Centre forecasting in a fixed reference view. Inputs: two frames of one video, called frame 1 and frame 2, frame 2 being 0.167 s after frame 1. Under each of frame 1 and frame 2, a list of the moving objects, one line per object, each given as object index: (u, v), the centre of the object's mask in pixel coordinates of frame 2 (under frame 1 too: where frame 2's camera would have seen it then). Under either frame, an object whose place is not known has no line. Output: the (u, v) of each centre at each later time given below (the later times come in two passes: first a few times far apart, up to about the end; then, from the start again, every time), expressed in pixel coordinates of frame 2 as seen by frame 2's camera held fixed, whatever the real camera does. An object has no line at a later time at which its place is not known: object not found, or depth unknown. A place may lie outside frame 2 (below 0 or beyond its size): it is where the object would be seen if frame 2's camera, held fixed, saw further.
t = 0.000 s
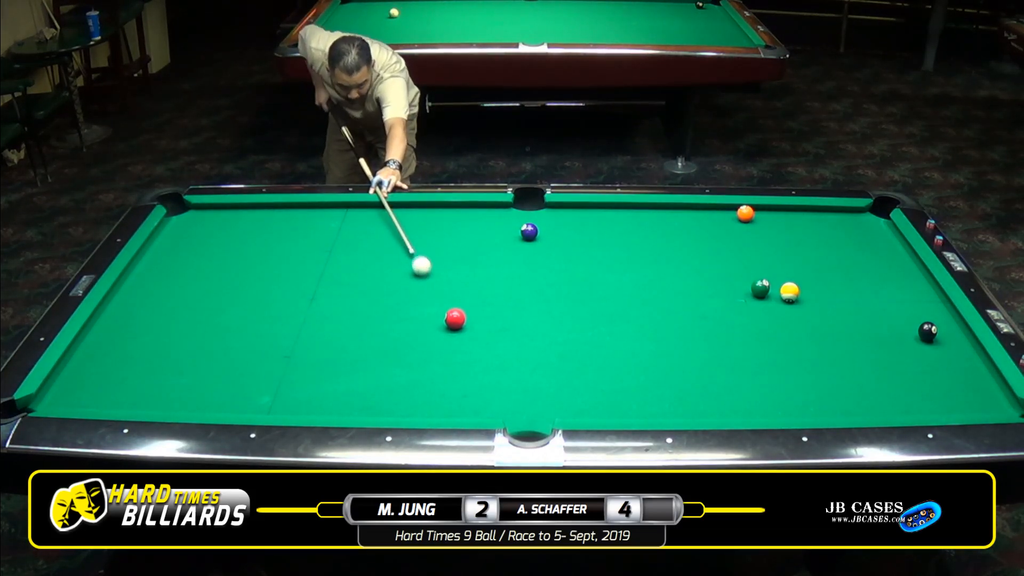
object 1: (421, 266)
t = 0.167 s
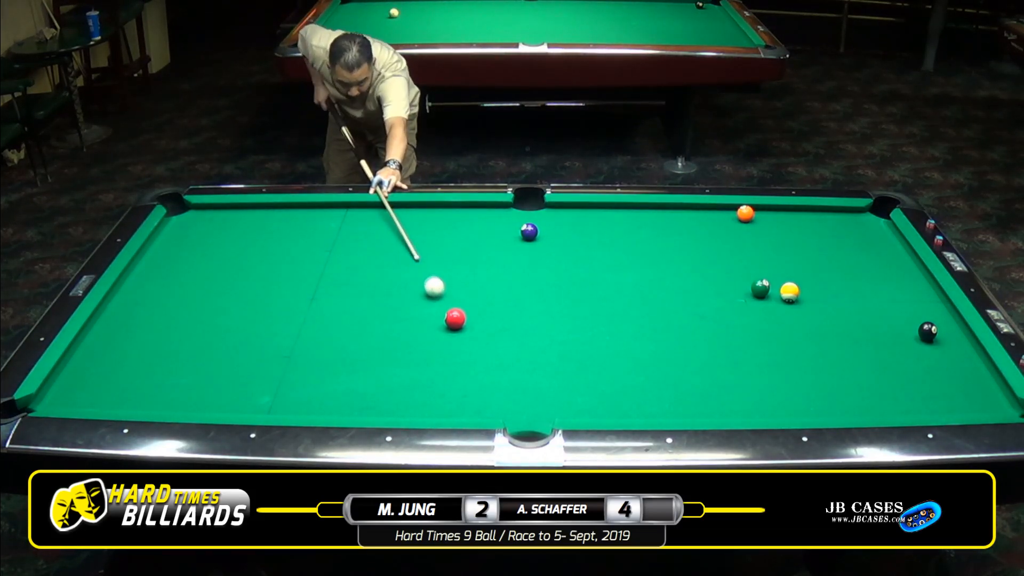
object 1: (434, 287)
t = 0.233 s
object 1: (439, 295)
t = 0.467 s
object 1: (447, 313)
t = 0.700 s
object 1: (448, 321)
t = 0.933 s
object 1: (449, 328)
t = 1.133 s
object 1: (450, 333)
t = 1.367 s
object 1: (450, 339)
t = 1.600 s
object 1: (451, 344)
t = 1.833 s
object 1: (452, 348)
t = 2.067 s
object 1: (453, 351)
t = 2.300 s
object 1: (453, 354)
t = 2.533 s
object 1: (454, 356)
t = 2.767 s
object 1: (455, 356)
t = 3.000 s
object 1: (455, 356)
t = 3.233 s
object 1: (455, 356)
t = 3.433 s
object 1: (455, 356)
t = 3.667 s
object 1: (455, 356)
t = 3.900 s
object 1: (455, 356)
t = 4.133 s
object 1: (455, 356)
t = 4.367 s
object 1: (455, 356)
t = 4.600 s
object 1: (455, 356)
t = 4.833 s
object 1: (455, 356)
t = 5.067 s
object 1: (455, 356)
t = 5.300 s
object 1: (455, 356)
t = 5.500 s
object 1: (455, 356)
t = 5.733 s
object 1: (455, 356)
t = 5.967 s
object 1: (455, 356)
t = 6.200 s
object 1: (455, 356)
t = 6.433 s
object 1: (455, 356)
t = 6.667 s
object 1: (455, 356)
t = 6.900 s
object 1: (455, 356)
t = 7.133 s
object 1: (455, 356)
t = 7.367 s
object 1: (455, 356)
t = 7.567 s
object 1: (455, 356)
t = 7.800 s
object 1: (455, 356)
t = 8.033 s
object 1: (455, 356)
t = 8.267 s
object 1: (455, 356)
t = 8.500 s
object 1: (455, 356)
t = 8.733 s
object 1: (455, 356)
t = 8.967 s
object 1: (455, 356)
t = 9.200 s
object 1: (455, 357)
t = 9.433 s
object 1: (455, 357)
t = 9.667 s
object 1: (455, 357)
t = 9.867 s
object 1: (455, 357)
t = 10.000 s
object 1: (455, 357)
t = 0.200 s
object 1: (437, 291)
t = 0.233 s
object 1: (439, 295)
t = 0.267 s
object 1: (442, 300)
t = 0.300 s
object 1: (444, 303)
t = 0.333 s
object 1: (446, 307)
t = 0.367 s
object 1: (447, 309)
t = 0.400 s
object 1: (447, 311)
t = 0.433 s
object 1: (447, 312)
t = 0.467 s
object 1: (447, 313)
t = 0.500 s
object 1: (447, 314)
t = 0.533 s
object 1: (447, 315)
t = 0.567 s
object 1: (447, 316)
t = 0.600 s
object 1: (447, 318)
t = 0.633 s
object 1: (448, 319)
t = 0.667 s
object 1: (448, 320)
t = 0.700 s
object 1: (448, 321)
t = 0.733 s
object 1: (448, 322)
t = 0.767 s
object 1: (448, 323)
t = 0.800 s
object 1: (448, 324)
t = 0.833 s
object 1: (448, 325)
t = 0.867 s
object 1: (448, 326)
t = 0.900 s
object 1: (449, 327)
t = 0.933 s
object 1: (449, 328)
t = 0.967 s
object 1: (449, 329)
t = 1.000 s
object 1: (449, 330)
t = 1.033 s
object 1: (449, 331)
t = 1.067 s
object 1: (449, 331)
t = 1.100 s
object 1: (449, 332)
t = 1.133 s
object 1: (450, 333)
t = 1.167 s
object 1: (450, 334)
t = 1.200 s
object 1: (450, 335)
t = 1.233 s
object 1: (450, 336)
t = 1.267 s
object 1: (450, 337)
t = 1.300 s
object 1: (450, 337)
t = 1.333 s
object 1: (450, 338)
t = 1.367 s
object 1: (450, 339)
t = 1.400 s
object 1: (450, 340)
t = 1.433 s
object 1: (450, 340)
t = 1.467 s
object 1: (451, 341)
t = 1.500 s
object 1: (451, 342)
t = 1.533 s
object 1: (451, 343)
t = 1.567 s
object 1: (451, 343)
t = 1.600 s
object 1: (451, 344)
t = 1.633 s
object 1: (451, 345)
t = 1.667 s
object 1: (452, 345)
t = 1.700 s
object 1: (452, 346)
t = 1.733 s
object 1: (452, 346)
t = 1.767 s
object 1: (452, 347)
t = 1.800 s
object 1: (452, 347)
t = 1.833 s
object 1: (452, 348)
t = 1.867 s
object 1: (452, 349)
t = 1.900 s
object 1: (452, 349)
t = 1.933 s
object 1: (452, 350)
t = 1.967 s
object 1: (452, 350)
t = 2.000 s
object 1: (452, 351)
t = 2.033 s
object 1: (453, 351)
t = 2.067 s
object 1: (453, 351)
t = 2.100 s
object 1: (453, 352)
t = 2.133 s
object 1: (453, 352)
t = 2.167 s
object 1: (453, 353)
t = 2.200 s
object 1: (453, 353)
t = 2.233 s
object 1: (453, 353)
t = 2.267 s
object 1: (453, 354)
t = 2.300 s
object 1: (453, 354)
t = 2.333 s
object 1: (453, 354)
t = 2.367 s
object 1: (454, 355)
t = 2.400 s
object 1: (454, 355)
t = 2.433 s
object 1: (454, 355)
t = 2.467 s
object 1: (454, 355)
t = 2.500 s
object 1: (454, 355)
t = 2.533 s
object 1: (454, 356)
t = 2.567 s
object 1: (454, 356)
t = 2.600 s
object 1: (455, 356)
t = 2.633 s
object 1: (455, 356)
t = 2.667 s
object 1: (455, 356)
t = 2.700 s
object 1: (455, 356)
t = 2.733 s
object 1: (455, 356)
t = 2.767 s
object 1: (455, 356)
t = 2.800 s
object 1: (455, 356)
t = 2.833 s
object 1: (455, 356)
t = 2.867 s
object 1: (455, 356)
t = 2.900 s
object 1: (455, 357)
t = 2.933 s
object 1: (455, 356)
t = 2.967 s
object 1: (455, 356)
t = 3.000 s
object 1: (455, 356)
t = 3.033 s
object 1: (455, 356)
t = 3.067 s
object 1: (455, 356)
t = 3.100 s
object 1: (455, 356)
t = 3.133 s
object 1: (455, 356)
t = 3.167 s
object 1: (455, 356)
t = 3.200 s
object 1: (455, 356)
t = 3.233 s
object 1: (455, 356)
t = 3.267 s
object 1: (455, 356)
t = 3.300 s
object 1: (455, 356)
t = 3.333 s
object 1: (455, 356)
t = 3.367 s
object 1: (455, 356)
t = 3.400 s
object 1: (455, 356)
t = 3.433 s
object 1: (455, 356)
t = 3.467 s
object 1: (455, 356)
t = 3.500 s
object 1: (455, 356)
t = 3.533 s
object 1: (455, 356)
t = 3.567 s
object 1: (455, 356)
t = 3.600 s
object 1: (455, 356)
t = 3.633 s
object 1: (455, 356)
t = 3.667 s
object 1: (455, 356)
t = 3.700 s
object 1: (455, 356)
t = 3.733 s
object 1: (455, 356)
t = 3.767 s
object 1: (455, 356)
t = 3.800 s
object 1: (455, 356)
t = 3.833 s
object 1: (455, 356)
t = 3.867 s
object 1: (455, 356)
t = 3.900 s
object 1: (455, 356)
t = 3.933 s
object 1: (455, 356)
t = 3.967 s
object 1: (455, 356)
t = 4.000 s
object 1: (455, 356)
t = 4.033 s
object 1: (455, 356)
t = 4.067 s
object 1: (455, 356)
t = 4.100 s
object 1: (455, 356)
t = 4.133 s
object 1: (455, 356)
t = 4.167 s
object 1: (455, 356)
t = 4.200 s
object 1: (455, 356)
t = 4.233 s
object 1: (455, 356)
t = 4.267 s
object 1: (455, 356)
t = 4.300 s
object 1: (455, 356)
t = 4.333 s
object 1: (455, 356)
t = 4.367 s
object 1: (455, 356)
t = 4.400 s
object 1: (455, 356)
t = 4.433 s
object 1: (455, 356)
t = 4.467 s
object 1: (455, 356)
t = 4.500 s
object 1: (455, 356)
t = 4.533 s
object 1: (455, 356)
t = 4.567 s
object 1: (455, 356)
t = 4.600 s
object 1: (455, 356)
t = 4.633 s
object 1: (455, 356)
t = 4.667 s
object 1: (455, 356)
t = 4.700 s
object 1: (455, 356)
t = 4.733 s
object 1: (455, 356)
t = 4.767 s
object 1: (455, 356)
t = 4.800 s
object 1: (455, 356)
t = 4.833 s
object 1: (455, 356)
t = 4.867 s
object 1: (455, 356)
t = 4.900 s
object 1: (455, 356)
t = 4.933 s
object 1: (455, 356)
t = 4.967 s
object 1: (455, 356)
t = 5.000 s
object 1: (455, 356)
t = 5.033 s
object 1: (455, 356)
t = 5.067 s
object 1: (455, 356)
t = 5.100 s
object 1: (455, 356)
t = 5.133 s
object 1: (455, 356)
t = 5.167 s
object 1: (455, 356)
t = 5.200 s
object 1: (455, 356)
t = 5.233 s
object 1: (455, 356)
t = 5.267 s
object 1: (455, 356)
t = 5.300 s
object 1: (455, 356)
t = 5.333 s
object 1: (455, 356)
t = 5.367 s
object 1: (455, 356)
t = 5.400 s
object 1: (455, 356)
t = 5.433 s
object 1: (455, 356)
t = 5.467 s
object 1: (455, 356)
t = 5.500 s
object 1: (455, 356)
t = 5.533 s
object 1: (455, 356)
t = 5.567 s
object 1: (455, 356)
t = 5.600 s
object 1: (455, 356)
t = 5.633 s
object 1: (455, 356)
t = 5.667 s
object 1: (455, 356)
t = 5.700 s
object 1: (455, 356)
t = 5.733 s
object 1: (455, 356)
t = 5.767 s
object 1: (455, 356)
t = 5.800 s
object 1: (455, 356)
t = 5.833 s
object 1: (455, 356)
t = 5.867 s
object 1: (455, 356)
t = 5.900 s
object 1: (455, 356)
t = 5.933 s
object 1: (455, 356)
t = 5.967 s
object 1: (455, 356)
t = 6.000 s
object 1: (455, 356)
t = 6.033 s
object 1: (455, 356)
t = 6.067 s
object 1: (455, 356)
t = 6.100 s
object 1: (455, 356)
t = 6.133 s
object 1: (455, 356)
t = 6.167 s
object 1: (455, 356)
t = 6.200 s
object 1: (455, 356)
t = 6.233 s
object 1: (455, 356)
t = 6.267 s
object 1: (455, 356)
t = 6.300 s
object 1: (455, 356)
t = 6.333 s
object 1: (455, 356)
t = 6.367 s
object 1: (455, 356)
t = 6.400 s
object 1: (455, 356)
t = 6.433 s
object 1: (455, 356)
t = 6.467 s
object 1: (455, 356)
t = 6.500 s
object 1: (455, 356)
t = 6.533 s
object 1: (455, 356)
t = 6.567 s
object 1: (455, 356)
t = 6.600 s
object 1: (455, 356)
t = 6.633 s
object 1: (455, 356)
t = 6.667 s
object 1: (455, 356)
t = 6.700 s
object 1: (455, 356)
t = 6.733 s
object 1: (455, 356)
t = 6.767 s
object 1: (455, 356)
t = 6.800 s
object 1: (455, 356)
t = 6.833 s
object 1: (455, 356)
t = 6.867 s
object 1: (455, 356)
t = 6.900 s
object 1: (455, 356)
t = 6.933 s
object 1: (455, 356)
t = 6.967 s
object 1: (455, 356)
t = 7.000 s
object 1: (455, 356)
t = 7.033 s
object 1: (455, 356)
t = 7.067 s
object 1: (455, 356)
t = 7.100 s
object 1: (455, 356)
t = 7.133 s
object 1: (455, 356)
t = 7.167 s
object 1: (455, 356)
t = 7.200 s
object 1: (455, 356)
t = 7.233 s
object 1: (455, 356)
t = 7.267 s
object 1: (455, 356)
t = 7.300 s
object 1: (455, 356)
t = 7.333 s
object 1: (455, 356)
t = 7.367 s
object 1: (455, 356)
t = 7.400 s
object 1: (455, 356)
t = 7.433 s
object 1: (455, 356)
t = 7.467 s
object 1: (455, 356)
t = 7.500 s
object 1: (455, 356)
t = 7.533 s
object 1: (455, 356)
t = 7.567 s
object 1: (455, 356)
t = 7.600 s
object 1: (455, 356)
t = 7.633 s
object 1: (455, 356)
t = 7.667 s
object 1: (455, 356)
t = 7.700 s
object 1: (455, 356)
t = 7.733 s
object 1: (455, 356)
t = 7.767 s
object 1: (455, 356)
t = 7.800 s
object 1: (455, 356)
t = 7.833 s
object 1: (455, 356)
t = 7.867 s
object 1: (455, 356)
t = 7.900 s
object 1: (455, 356)
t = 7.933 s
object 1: (455, 356)
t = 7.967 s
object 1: (455, 356)
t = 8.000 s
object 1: (455, 356)
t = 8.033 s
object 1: (455, 356)
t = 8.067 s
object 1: (455, 356)
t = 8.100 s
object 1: (455, 356)
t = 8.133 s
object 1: (455, 356)
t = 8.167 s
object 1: (455, 356)
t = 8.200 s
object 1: (455, 356)
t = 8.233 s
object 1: (455, 356)
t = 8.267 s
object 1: (455, 356)
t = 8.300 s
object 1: (455, 356)
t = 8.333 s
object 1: (455, 356)
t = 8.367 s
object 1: (455, 356)
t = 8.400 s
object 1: (455, 356)
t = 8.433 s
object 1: (455, 356)
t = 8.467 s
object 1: (455, 356)
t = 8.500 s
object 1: (455, 356)
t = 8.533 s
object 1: (455, 356)
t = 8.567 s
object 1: (455, 356)
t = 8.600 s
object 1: (455, 356)
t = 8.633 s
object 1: (455, 356)
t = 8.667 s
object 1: (455, 356)
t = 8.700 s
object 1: (455, 356)
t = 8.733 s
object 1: (455, 356)
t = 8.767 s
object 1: (455, 356)
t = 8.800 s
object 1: (455, 356)
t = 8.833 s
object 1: (455, 356)
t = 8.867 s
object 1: (455, 356)
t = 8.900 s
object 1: (455, 356)
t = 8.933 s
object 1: (455, 356)
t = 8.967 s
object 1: (455, 356)
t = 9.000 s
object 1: (455, 356)
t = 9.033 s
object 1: (455, 356)
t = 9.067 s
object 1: (455, 357)
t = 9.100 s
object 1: (455, 356)
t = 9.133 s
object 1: (455, 356)
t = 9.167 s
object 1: (455, 356)
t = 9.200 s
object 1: (455, 357)
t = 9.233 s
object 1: (455, 356)
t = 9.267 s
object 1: (455, 357)
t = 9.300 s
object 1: (455, 357)
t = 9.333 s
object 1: (455, 357)
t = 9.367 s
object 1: (455, 357)
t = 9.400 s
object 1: (455, 357)
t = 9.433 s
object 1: (455, 357)
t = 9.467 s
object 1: (455, 357)
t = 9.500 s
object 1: (455, 357)
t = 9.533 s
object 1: (455, 357)
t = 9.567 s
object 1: (455, 357)
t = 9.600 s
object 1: (455, 357)
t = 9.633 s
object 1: (455, 357)
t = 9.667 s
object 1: (455, 357)
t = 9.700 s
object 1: (455, 357)
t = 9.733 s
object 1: (455, 357)
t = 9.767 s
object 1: (455, 357)
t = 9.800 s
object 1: (455, 357)
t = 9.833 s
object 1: (455, 357)
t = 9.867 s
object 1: (455, 357)
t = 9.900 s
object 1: (455, 357)
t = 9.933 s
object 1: (455, 357)
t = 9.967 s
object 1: (455, 357)
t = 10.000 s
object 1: (455, 357)
